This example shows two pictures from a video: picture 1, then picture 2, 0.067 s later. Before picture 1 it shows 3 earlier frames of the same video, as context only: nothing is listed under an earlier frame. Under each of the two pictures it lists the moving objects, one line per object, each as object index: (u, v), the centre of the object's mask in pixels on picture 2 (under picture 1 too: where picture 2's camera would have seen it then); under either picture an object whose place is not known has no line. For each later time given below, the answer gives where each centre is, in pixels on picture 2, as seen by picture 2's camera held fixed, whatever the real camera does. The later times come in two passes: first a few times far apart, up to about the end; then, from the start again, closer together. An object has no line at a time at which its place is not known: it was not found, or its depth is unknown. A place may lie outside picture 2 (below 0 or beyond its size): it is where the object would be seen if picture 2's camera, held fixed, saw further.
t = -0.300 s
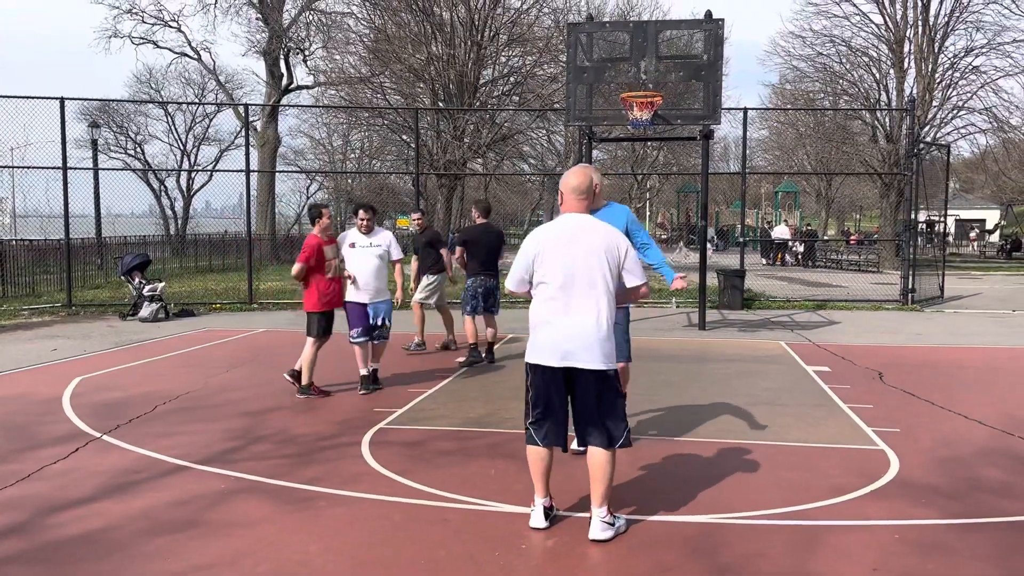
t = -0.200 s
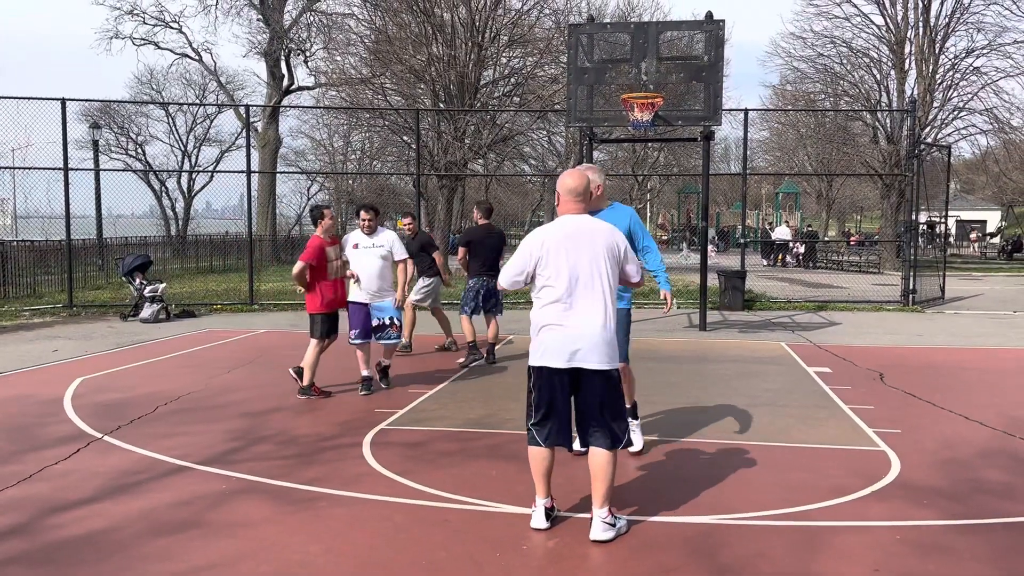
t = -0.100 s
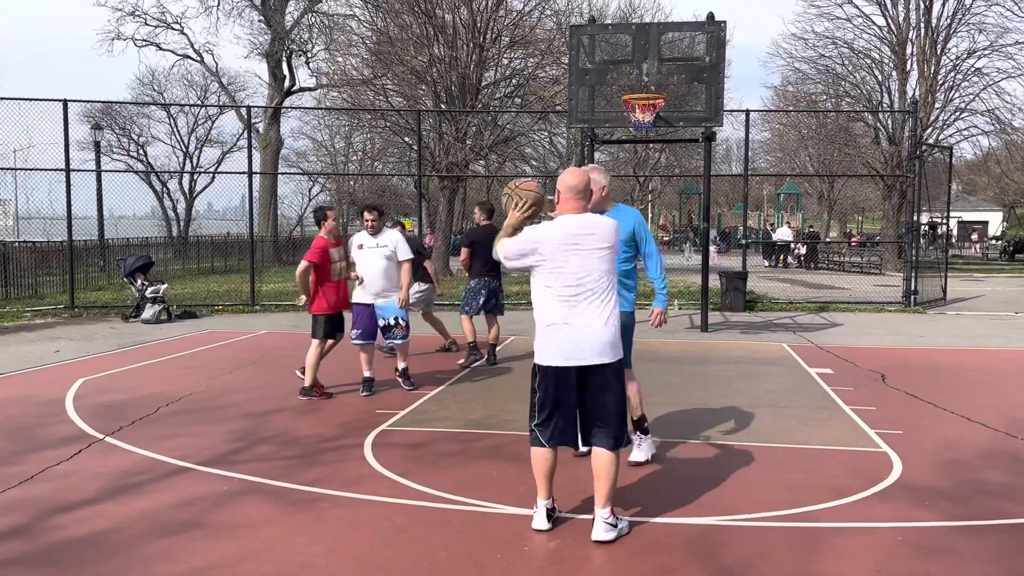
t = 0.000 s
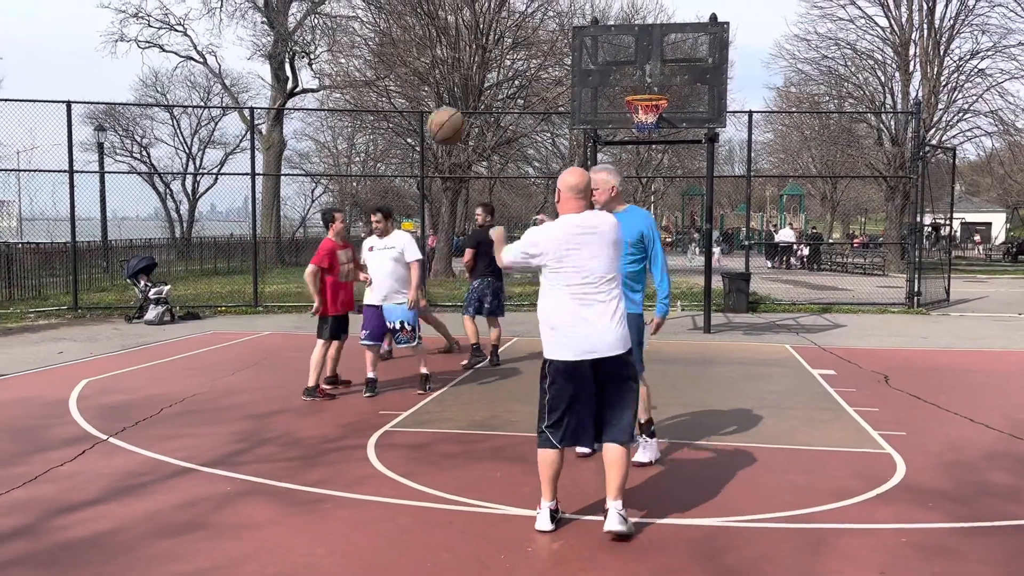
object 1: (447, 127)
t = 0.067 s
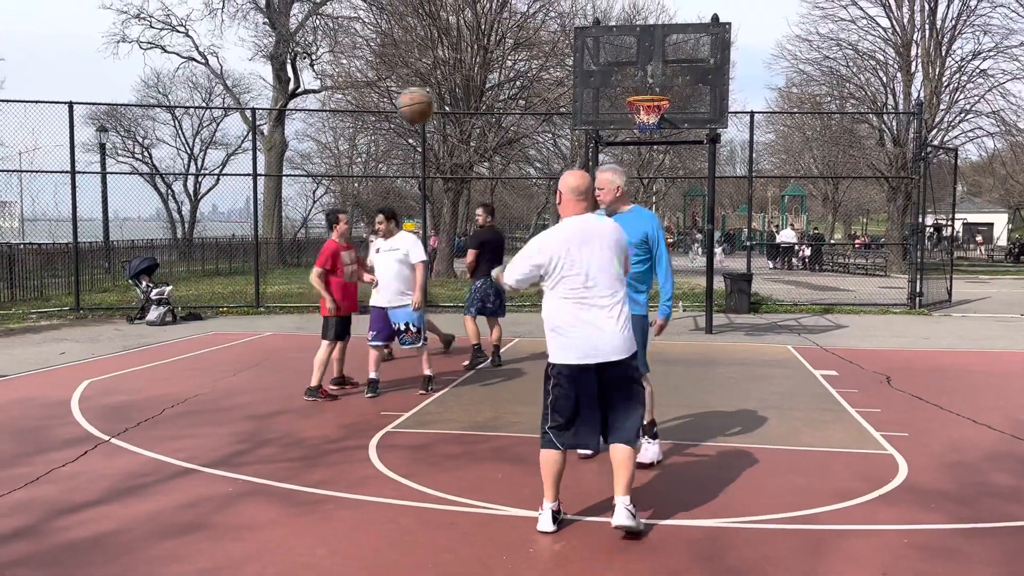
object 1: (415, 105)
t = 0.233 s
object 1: (347, 86)
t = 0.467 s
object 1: (278, 117)
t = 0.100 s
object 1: (400, 98)
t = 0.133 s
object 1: (385, 92)
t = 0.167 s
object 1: (372, 89)
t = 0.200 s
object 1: (359, 87)
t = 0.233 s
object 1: (347, 86)
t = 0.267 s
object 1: (337, 88)
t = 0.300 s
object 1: (324, 89)
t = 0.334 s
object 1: (314, 94)
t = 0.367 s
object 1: (304, 97)
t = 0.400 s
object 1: (295, 103)
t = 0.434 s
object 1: (286, 110)
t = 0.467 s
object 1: (278, 117)
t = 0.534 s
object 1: (262, 135)
